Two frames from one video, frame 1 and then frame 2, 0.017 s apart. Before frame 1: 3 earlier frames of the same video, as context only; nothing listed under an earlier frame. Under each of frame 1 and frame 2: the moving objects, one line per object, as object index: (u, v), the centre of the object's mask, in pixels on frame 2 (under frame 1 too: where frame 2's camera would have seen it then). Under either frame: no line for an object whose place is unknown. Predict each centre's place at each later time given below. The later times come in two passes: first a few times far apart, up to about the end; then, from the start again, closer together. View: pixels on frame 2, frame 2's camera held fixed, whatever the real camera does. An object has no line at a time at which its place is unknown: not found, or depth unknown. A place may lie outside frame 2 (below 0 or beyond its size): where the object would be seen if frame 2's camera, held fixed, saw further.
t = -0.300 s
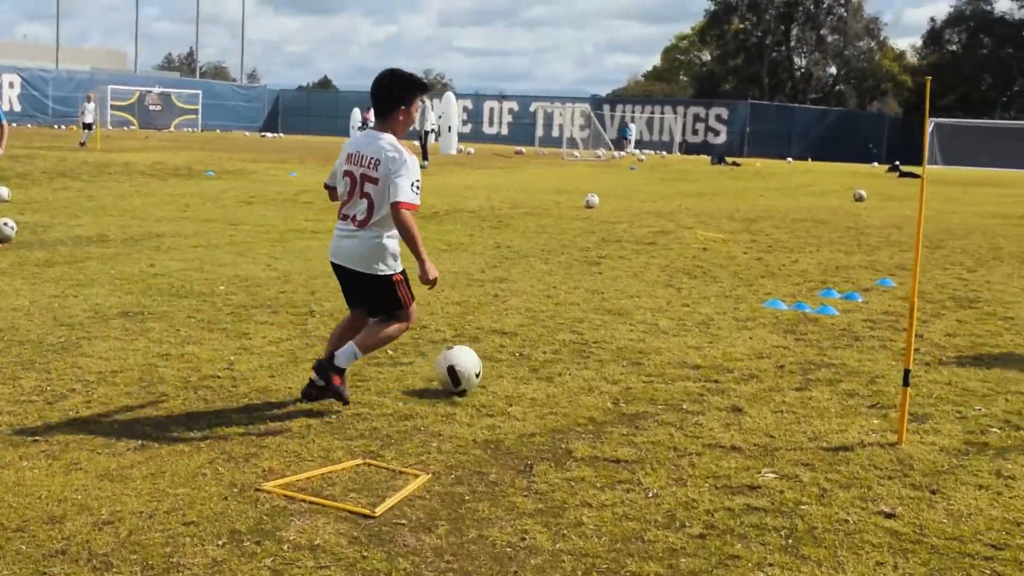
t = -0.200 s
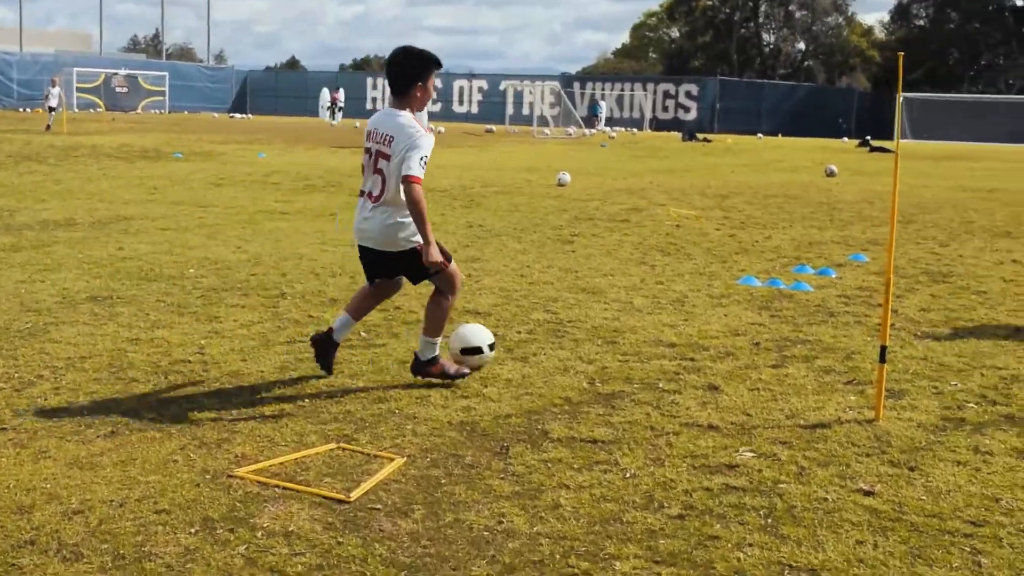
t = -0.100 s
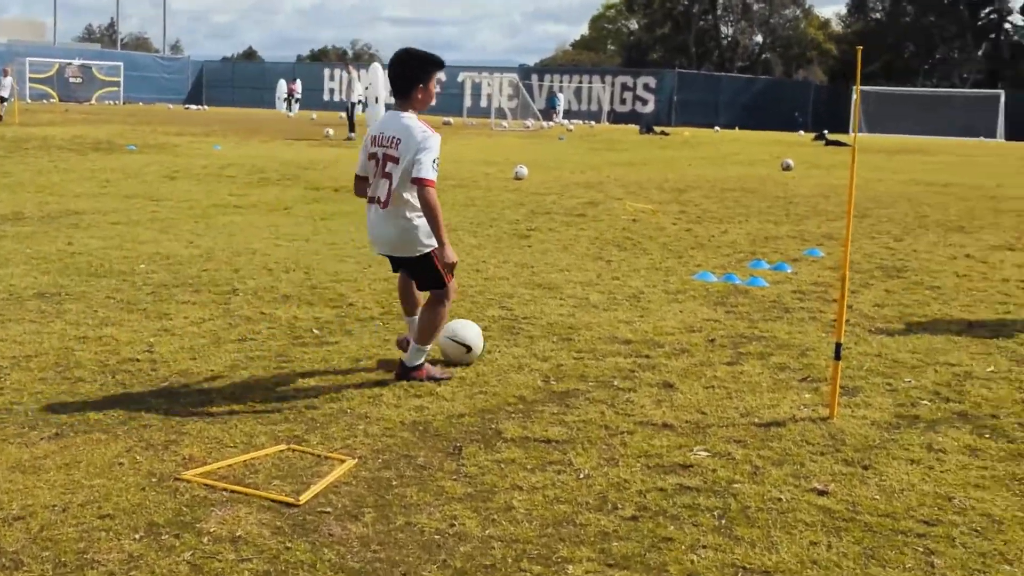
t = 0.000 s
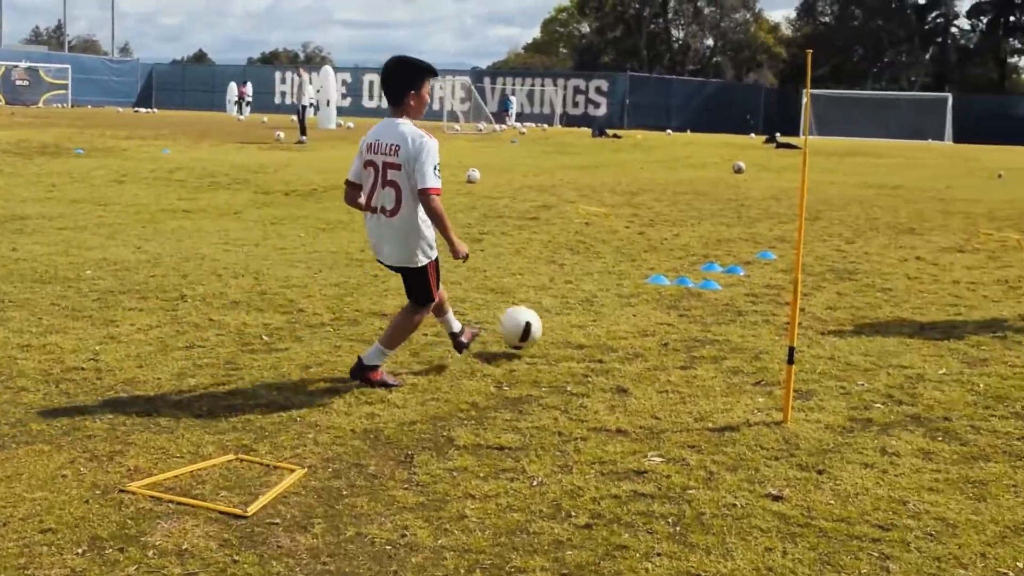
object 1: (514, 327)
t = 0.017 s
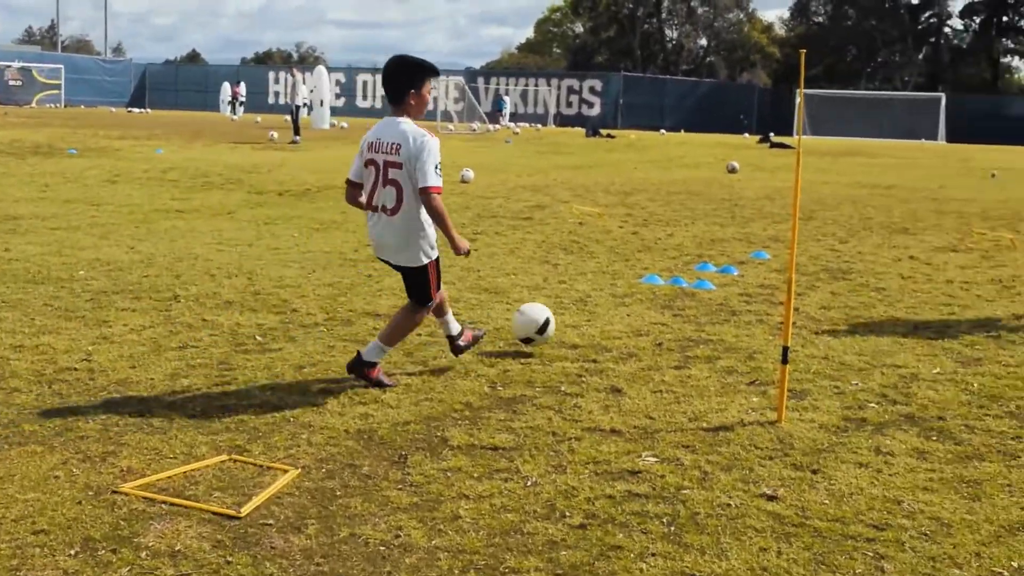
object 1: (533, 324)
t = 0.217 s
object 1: (723, 307)
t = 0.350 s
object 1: (810, 290)
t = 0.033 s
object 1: (552, 321)
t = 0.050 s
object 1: (570, 319)
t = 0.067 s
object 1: (588, 318)
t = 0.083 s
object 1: (605, 317)
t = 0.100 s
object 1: (623, 316)
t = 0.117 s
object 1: (639, 317)
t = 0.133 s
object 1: (655, 317)
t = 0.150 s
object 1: (671, 318)
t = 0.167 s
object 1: (686, 319)
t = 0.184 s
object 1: (699, 317)
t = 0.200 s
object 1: (711, 312)
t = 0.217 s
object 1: (723, 307)
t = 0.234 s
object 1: (735, 304)
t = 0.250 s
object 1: (746, 301)
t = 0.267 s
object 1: (757, 299)
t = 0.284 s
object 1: (767, 295)
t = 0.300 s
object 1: (778, 295)
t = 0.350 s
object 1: (810, 290)
